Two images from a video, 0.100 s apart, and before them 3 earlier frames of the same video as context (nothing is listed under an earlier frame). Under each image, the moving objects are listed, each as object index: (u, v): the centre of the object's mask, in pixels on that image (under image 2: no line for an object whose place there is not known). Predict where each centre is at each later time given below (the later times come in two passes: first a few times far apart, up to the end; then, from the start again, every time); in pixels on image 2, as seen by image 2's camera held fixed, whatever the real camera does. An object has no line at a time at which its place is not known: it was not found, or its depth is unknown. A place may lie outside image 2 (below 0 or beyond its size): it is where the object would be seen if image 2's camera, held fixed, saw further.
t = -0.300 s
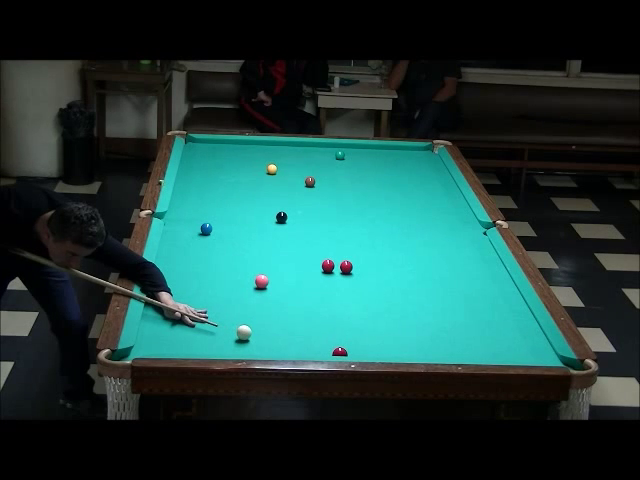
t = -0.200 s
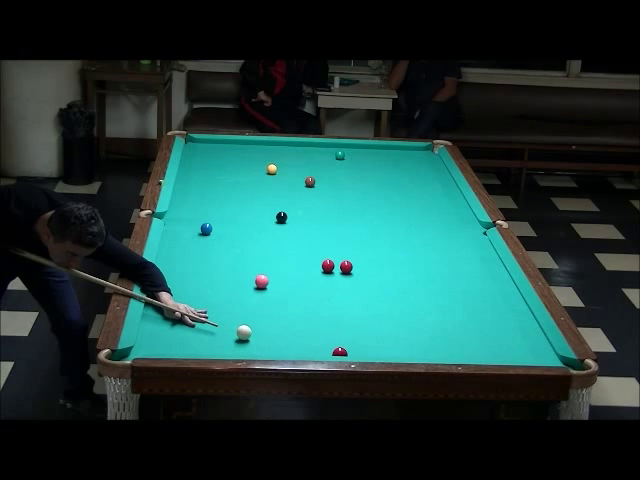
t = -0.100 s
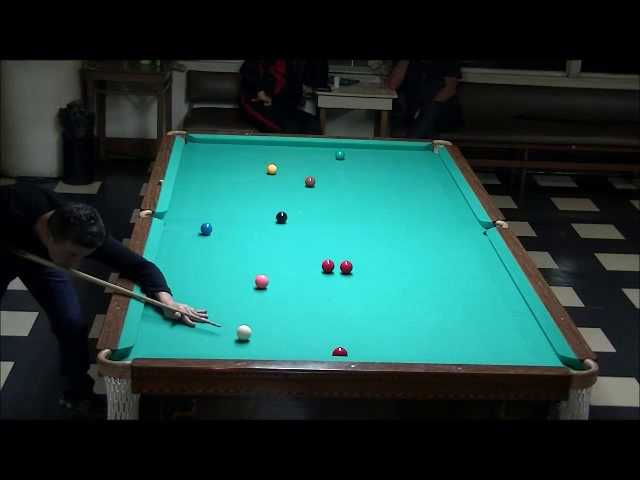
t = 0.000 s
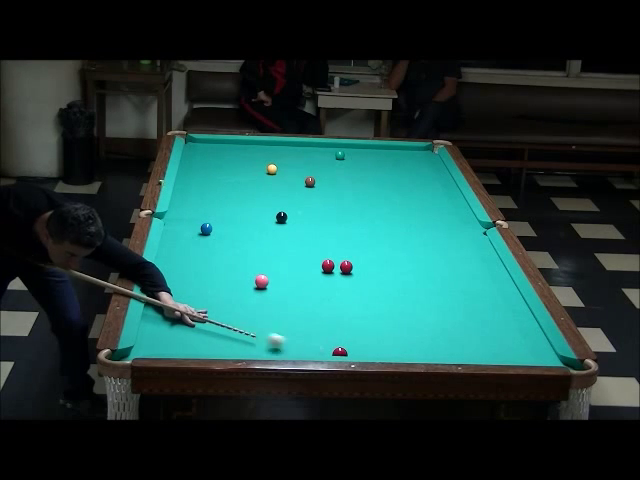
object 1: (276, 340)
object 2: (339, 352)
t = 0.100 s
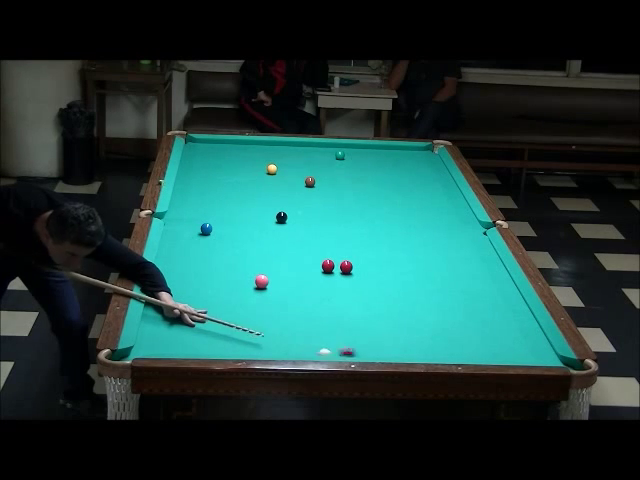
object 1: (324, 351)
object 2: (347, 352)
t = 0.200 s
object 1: (320, 348)
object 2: (392, 354)
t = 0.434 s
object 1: (309, 331)
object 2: (471, 355)
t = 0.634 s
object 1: (301, 318)
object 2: (534, 356)
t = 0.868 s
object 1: (293, 303)
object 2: (549, 356)
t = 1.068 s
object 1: (286, 293)
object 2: (529, 352)
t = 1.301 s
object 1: (279, 281)
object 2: (508, 348)
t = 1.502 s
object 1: (274, 272)
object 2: (492, 345)
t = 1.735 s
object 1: (269, 263)
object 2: (475, 341)
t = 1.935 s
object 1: (264, 255)
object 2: (462, 338)
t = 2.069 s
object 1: (262, 251)
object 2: (454, 337)
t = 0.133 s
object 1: (323, 351)
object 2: (363, 353)
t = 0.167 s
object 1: (321, 349)
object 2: (378, 353)
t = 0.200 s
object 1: (320, 348)
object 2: (392, 354)
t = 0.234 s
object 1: (318, 346)
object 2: (405, 354)
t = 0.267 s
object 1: (317, 344)
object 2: (417, 355)
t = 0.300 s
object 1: (315, 341)
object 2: (427, 355)
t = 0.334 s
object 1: (314, 339)
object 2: (439, 355)
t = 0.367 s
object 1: (312, 336)
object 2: (450, 355)
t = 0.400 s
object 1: (311, 334)
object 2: (460, 355)
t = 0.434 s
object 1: (309, 331)
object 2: (471, 355)
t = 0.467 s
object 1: (308, 329)
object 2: (481, 355)
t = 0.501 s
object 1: (307, 327)
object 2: (492, 355)
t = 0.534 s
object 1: (305, 325)
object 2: (502, 355)
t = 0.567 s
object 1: (304, 323)
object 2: (512, 355)
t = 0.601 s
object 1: (303, 320)
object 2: (523, 356)
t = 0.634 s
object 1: (301, 318)
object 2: (534, 356)
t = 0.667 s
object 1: (300, 316)
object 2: (543, 357)
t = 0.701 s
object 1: (299, 314)
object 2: (553, 357)
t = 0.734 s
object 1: (298, 311)
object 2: (553, 358)
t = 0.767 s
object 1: (296, 310)
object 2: (551, 359)
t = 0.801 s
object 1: (295, 307)
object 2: (552, 358)
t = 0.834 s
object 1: (294, 305)
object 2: (552, 357)
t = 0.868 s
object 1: (293, 303)
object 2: (549, 356)
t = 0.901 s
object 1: (292, 301)
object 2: (545, 355)
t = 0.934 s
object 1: (291, 300)
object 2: (542, 354)
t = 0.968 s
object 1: (290, 298)
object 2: (539, 354)
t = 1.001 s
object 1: (289, 296)
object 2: (535, 353)
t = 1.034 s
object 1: (287, 294)
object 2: (532, 353)
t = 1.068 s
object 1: (286, 293)
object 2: (529, 352)
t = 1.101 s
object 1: (285, 291)
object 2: (526, 351)
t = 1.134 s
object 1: (284, 289)
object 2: (523, 351)
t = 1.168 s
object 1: (283, 288)
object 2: (520, 350)
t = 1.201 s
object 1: (282, 286)
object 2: (517, 350)
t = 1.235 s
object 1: (281, 284)
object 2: (514, 350)
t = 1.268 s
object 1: (280, 283)
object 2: (511, 349)
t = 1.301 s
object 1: (279, 281)
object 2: (508, 348)
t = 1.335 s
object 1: (279, 280)
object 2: (505, 348)
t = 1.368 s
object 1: (278, 278)
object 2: (503, 347)
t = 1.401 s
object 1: (277, 277)
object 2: (500, 346)
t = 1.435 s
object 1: (276, 275)
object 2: (497, 346)
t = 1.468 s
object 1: (275, 273)
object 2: (495, 345)
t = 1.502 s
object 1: (274, 272)
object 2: (492, 345)
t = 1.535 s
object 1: (274, 271)
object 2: (489, 344)
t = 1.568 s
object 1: (273, 269)
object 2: (487, 344)
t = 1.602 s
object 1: (272, 268)
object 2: (484, 343)
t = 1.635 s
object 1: (271, 267)
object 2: (482, 343)
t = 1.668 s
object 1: (270, 265)
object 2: (479, 342)
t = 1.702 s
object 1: (270, 264)
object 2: (477, 342)
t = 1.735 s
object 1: (269, 263)
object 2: (475, 341)
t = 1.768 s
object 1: (268, 262)
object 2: (473, 341)
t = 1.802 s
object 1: (267, 260)
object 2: (470, 340)
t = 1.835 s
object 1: (267, 259)
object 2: (468, 340)
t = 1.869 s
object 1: (266, 258)
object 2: (466, 339)
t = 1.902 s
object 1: (265, 256)
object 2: (464, 339)
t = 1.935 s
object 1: (264, 255)
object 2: (462, 338)
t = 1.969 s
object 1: (264, 254)
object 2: (460, 338)
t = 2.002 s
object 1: (263, 253)
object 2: (458, 338)
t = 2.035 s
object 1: (263, 252)
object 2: (456, 337)
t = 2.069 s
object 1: (262, 251)
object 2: (454, 337)
